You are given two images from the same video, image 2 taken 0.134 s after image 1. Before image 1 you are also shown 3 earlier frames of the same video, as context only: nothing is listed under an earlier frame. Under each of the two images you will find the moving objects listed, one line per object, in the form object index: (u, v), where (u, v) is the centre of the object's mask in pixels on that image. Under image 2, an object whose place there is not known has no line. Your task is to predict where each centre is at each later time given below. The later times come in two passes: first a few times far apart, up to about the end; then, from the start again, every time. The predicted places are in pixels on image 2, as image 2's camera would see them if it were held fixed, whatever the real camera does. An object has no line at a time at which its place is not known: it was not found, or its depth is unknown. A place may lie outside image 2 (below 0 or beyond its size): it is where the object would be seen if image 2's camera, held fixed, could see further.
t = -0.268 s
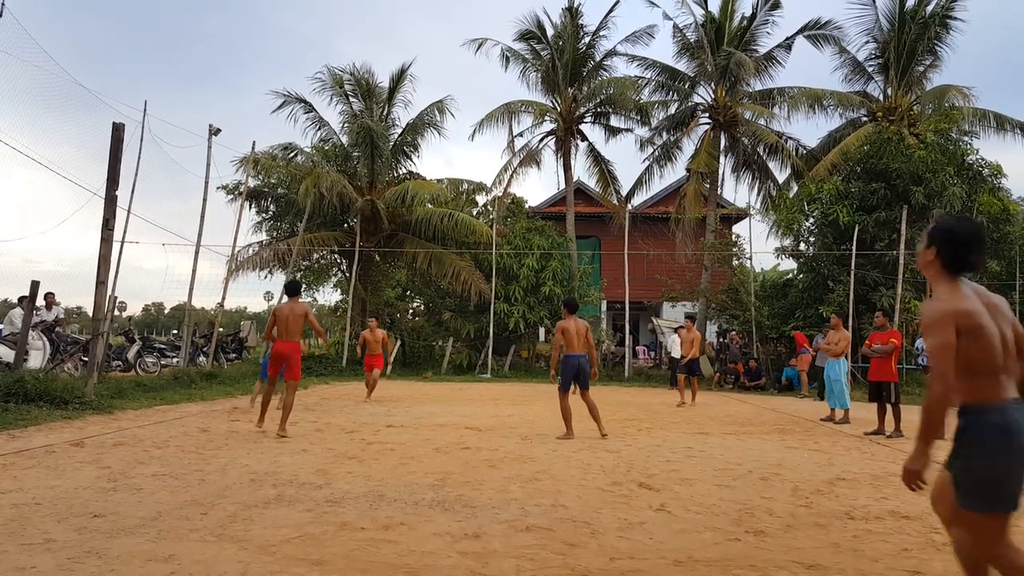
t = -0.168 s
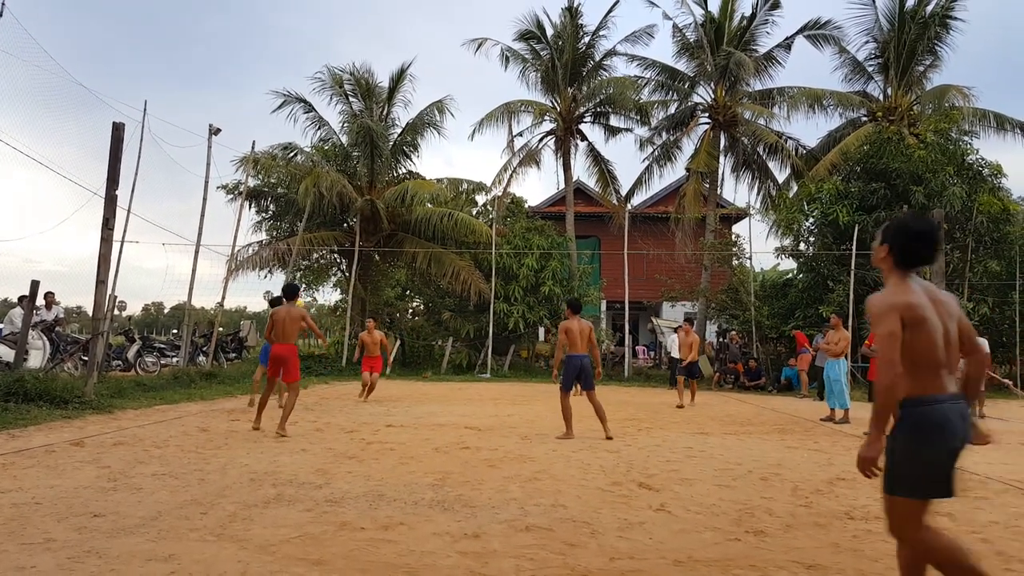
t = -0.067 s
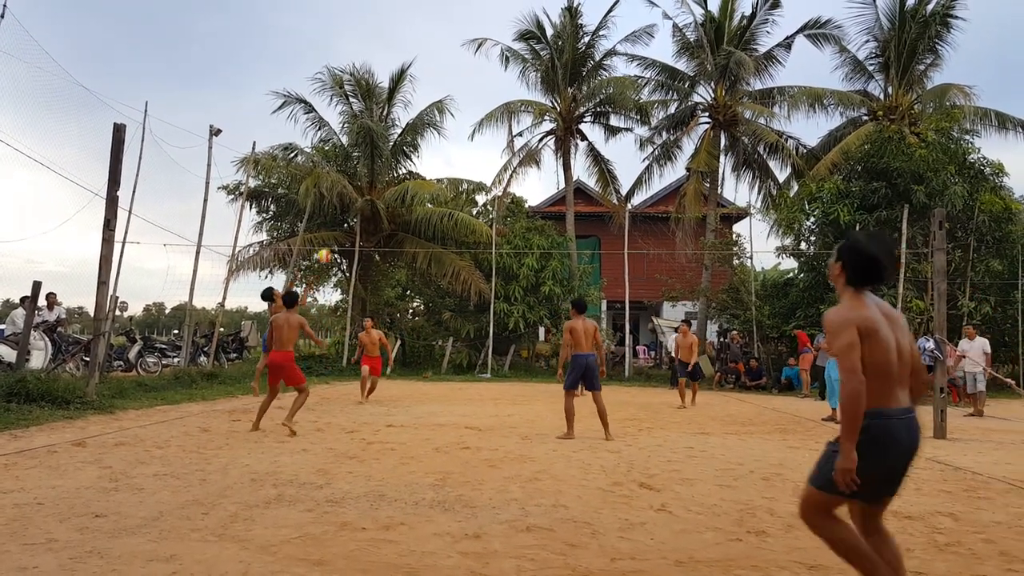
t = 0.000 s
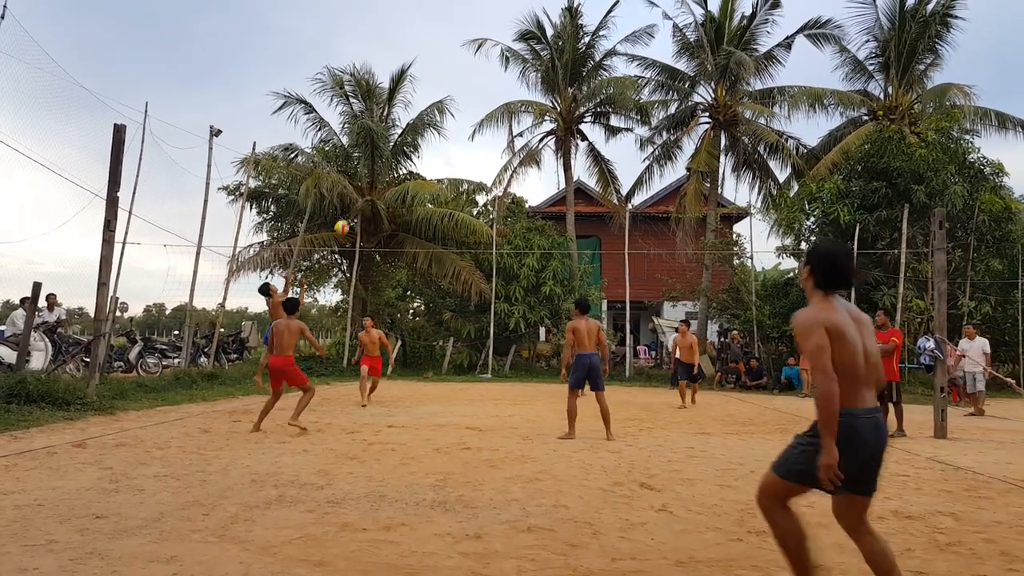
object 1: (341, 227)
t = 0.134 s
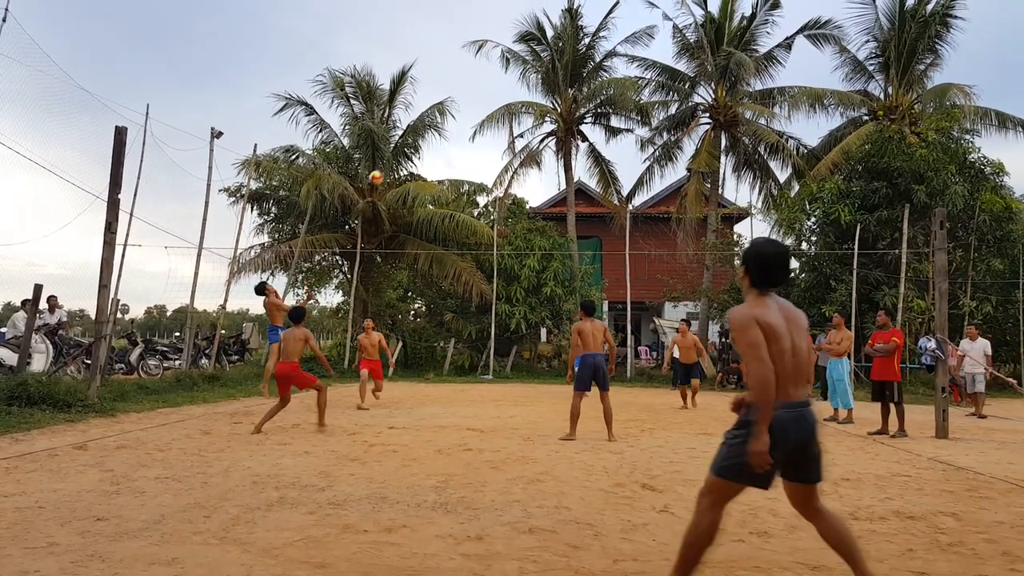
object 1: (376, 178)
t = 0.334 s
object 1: (423, 119)
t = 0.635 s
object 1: (493, 79)
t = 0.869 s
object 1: (547, 84)
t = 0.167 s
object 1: (384, 166)
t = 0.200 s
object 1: (392, 155)
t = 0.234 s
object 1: (400, 145)
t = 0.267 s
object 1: (408, 136)
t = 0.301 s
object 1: (415, 128)
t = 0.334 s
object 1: (423, 119)
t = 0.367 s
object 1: (431, 113)
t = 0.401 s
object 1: (439, 107)
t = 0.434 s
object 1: (447, 101)
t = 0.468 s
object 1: (454, 96)
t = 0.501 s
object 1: (462, 91)
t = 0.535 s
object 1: (470, 87)
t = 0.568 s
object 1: (478, 83)
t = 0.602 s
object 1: (486, 81)
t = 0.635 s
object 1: (493, 79)
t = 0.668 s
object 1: (500, 77)
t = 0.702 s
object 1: (508, 77)
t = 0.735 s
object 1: (516, 77)
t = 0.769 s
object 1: (524, 78)
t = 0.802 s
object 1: (532, 79)
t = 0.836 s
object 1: (539, 81)
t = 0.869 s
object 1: (547, 84)
